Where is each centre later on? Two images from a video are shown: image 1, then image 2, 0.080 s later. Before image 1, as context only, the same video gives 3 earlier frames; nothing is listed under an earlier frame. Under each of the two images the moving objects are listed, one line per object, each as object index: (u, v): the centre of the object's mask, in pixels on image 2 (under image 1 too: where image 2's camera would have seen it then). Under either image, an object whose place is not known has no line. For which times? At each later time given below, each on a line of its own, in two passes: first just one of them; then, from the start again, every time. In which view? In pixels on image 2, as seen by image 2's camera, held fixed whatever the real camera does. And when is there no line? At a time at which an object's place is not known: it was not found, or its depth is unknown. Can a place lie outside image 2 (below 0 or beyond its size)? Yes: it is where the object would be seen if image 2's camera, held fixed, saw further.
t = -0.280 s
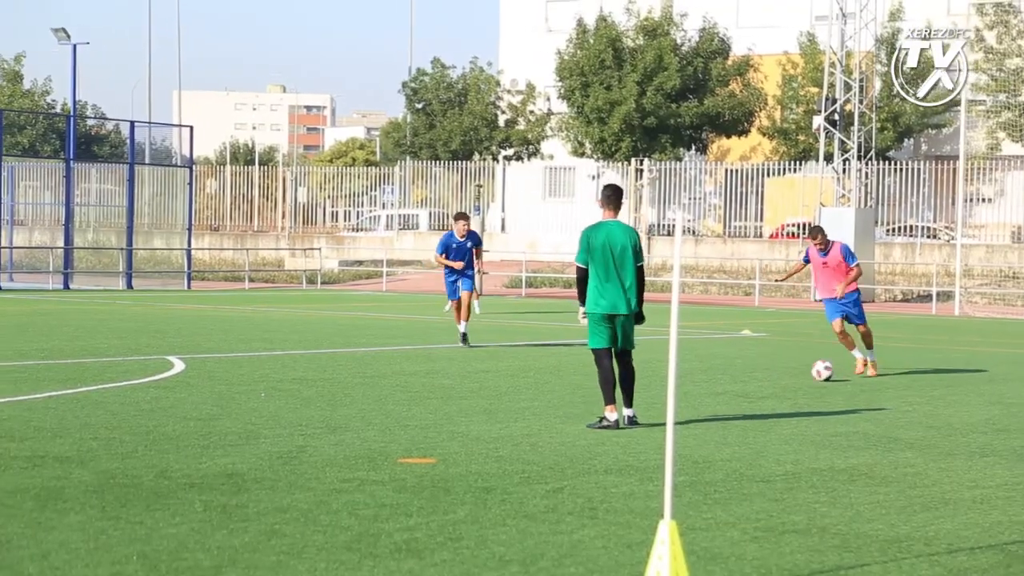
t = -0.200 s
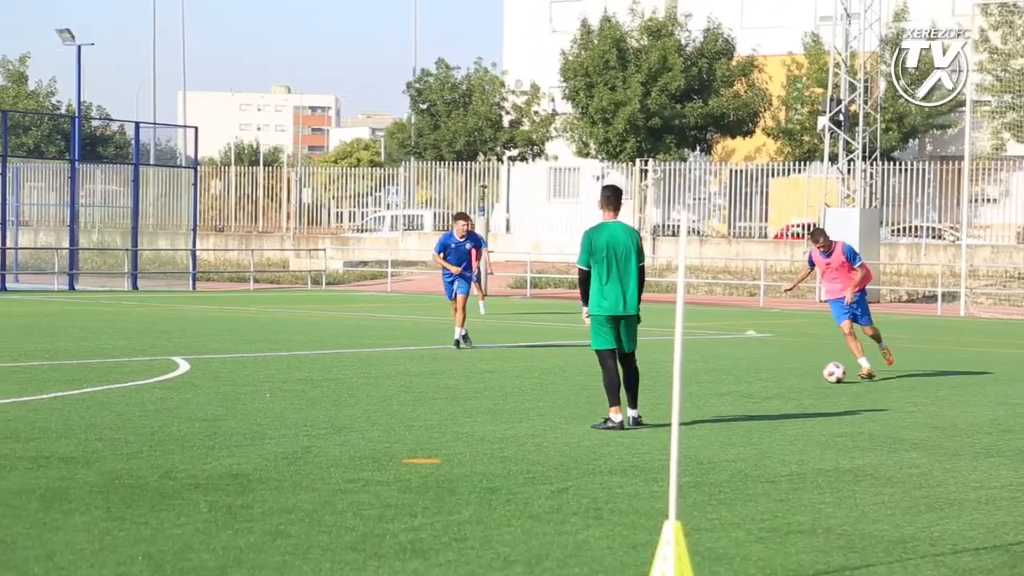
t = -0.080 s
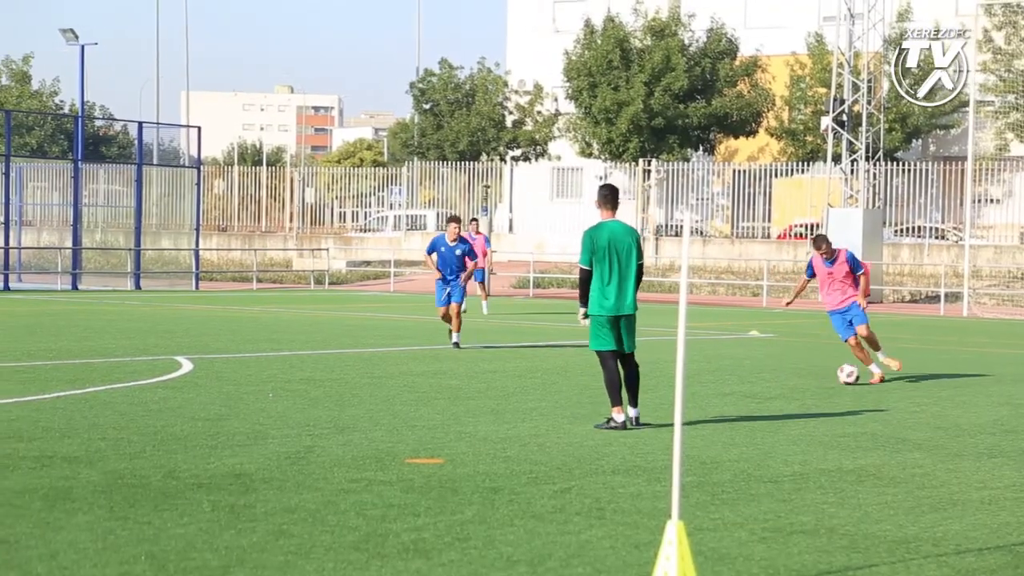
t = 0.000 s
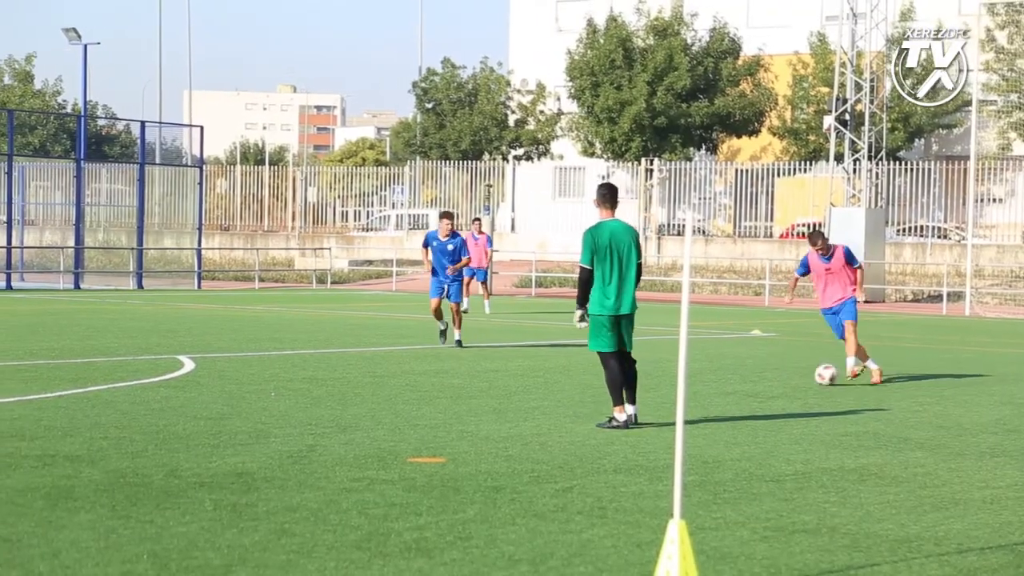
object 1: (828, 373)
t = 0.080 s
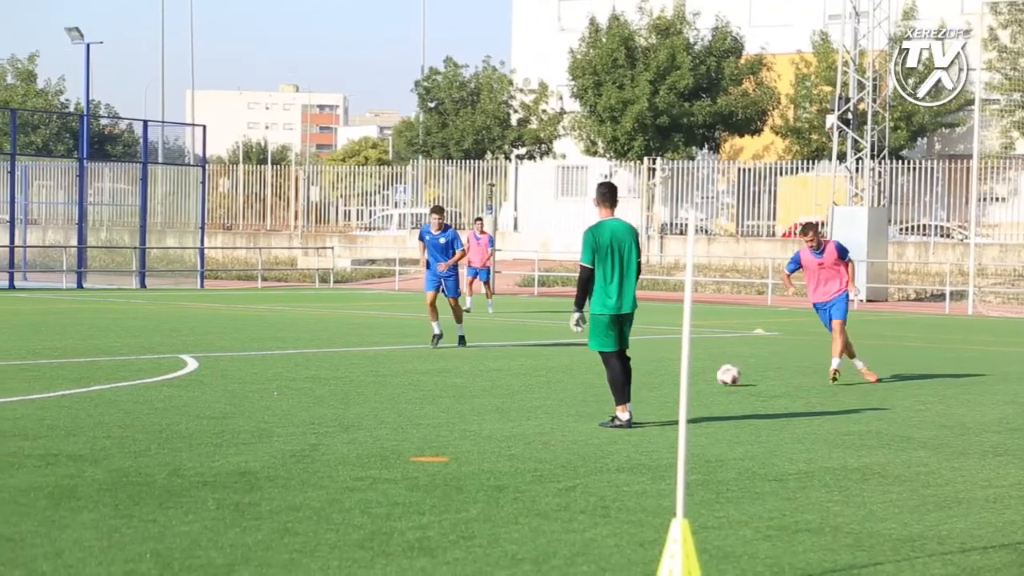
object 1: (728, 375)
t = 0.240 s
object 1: (527, 377)
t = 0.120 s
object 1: (674, 375)
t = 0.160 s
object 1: (631, 375)
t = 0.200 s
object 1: (579, 375)
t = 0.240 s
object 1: (527, 377)
